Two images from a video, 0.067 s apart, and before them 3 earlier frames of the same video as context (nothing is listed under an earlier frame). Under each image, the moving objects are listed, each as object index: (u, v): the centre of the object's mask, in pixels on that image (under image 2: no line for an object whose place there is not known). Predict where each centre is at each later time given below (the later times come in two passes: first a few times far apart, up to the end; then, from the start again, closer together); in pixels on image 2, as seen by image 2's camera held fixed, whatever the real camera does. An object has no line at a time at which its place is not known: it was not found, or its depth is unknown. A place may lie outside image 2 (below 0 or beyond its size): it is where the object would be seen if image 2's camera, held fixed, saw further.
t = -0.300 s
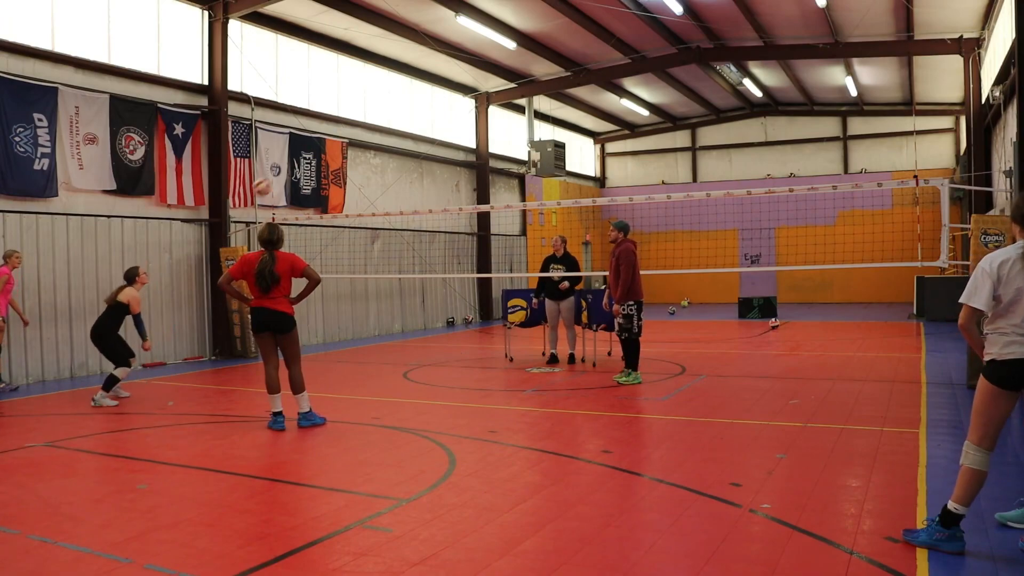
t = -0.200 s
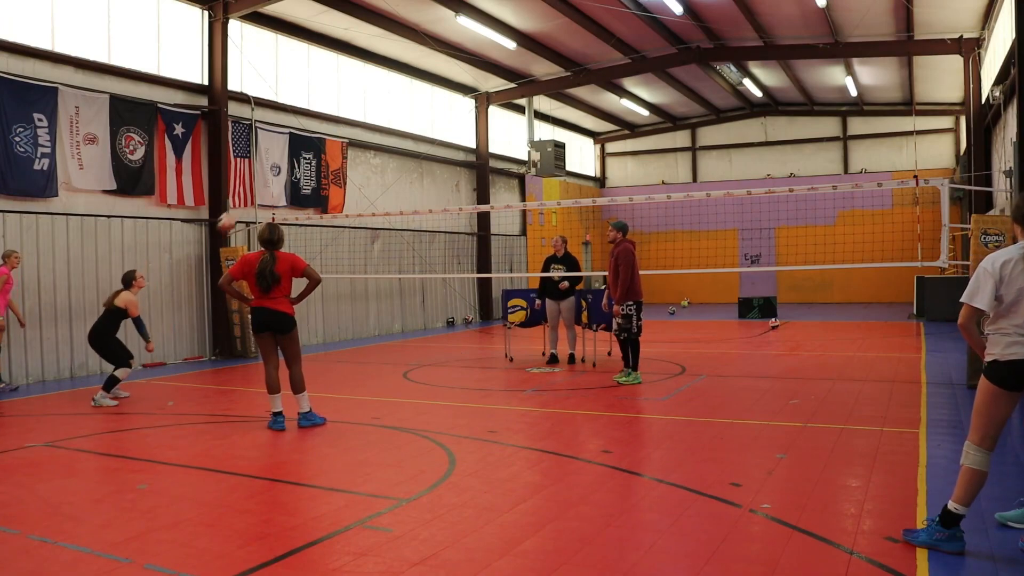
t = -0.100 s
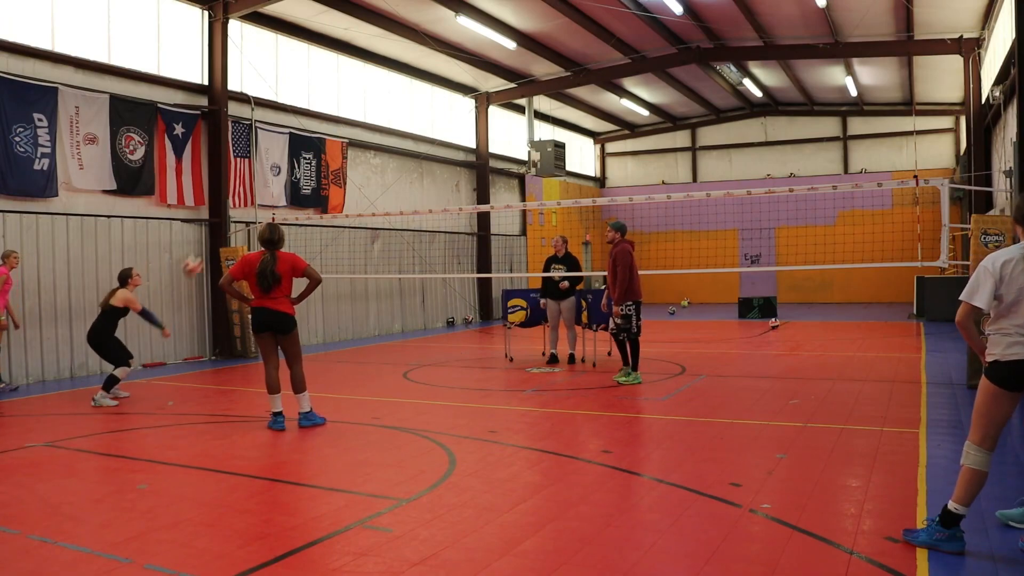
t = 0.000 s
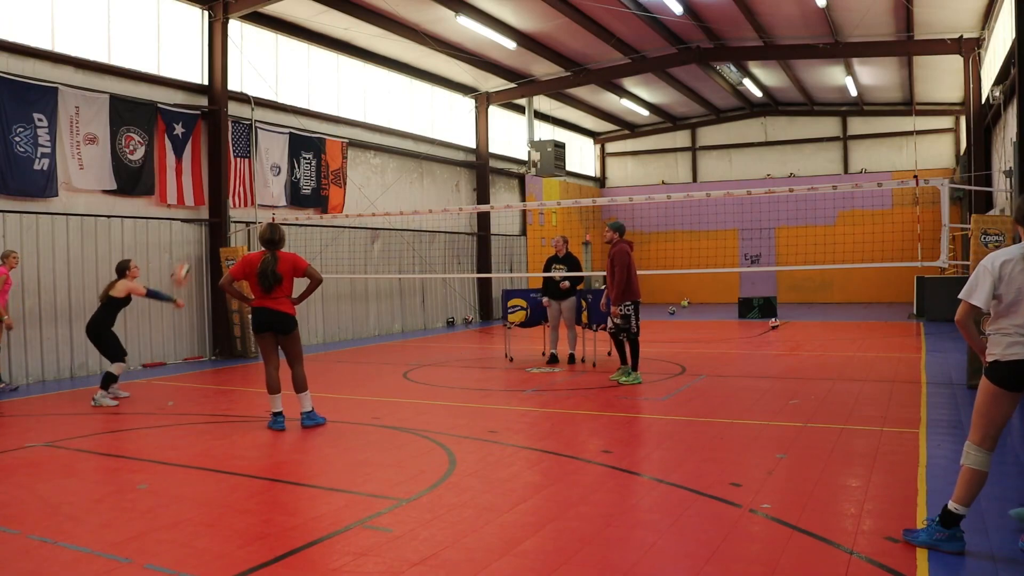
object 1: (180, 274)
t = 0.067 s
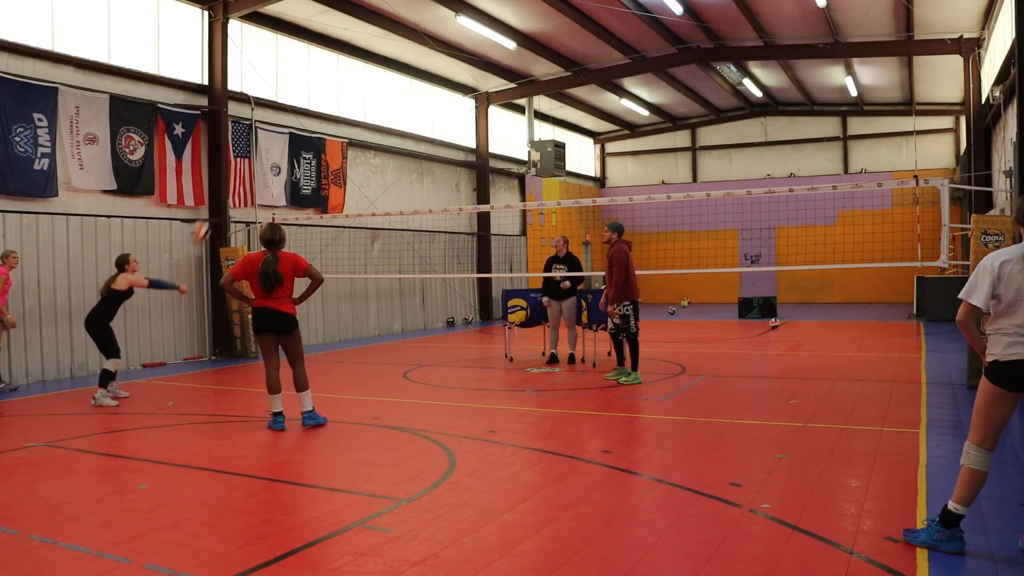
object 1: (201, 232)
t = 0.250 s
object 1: (256, 136)
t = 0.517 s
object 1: (337, 56)
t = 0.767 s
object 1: (410, 39)
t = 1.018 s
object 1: (481, 79)
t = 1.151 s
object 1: (518, 121)
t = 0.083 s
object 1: (206, 220)
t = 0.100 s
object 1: (212, 211)
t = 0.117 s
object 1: (216, 202)
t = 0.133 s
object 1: (220, 192)
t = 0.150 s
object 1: (224, 184)
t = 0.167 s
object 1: (229, 176)
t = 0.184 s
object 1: (235, 167)
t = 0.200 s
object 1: (241, 159)
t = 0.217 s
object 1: (245, 150)
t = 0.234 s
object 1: (250, 144)
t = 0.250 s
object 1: (256, 136)
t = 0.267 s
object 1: (261, 130)
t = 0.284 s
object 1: (265, 123)
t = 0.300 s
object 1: (272, 116)
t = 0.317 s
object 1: (276, 110)
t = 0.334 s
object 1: (280, 106)
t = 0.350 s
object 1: (286, 100)
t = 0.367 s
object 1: (291, 94)
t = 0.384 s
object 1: (296, 89)
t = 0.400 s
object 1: (302, 84)
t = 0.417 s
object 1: (306, 79)
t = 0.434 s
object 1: (311, 75)
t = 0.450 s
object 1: (316, 71)
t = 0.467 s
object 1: (321, 67)
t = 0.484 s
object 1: (326, 63)
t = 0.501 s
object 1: (331, 59)
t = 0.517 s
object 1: (337, 56)
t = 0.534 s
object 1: (342, 53)
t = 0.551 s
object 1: (347, 51)
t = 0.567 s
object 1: (351, 49)
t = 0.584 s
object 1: (355, 47)
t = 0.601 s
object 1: (360, 46)
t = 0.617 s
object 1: (366, 44)
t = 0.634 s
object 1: (371, 42)
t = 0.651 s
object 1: (375, 41)
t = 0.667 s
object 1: (380, 41)
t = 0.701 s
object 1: (391, 39)
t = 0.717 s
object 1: (395, 39)
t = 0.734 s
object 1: (400, 39)
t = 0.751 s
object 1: (405, 39)
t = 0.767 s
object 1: (410, 39)
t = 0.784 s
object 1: (415, 40)
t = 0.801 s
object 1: (420, 42)
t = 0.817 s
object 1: (424, 43)
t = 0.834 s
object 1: (429, 44)
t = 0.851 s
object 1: (434, 46)
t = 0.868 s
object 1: (439, 48)
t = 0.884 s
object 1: (444, 50)
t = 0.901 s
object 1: (449, 53)
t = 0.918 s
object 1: (453, 56)
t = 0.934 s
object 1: (458, 59)
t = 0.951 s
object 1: (463, 62)
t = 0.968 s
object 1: (468, 66)
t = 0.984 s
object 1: (472, 69)
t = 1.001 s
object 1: (477, 74)
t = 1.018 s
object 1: (481, 79)
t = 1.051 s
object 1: (491, 88)
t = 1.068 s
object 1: (496, 94)
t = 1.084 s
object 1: (500, 98)
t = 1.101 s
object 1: (504, 102)
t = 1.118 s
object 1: (509, 108)
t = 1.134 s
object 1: (514, 114)
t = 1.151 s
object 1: (518, 121)
